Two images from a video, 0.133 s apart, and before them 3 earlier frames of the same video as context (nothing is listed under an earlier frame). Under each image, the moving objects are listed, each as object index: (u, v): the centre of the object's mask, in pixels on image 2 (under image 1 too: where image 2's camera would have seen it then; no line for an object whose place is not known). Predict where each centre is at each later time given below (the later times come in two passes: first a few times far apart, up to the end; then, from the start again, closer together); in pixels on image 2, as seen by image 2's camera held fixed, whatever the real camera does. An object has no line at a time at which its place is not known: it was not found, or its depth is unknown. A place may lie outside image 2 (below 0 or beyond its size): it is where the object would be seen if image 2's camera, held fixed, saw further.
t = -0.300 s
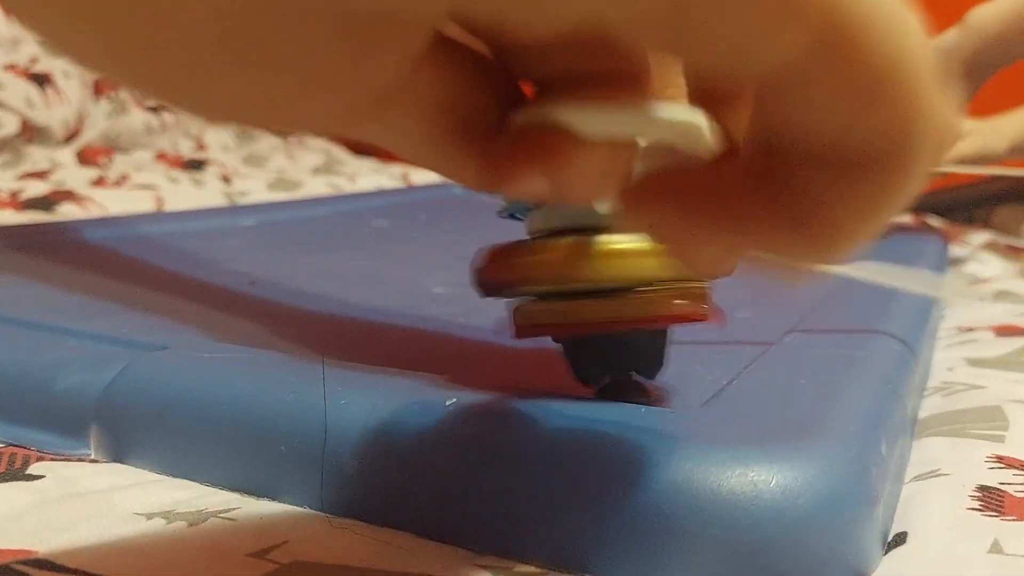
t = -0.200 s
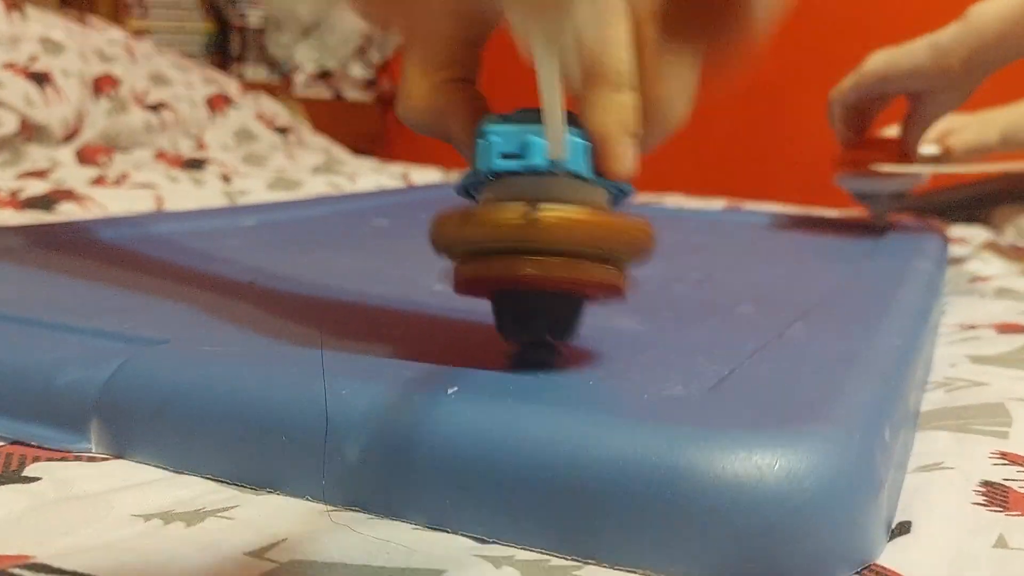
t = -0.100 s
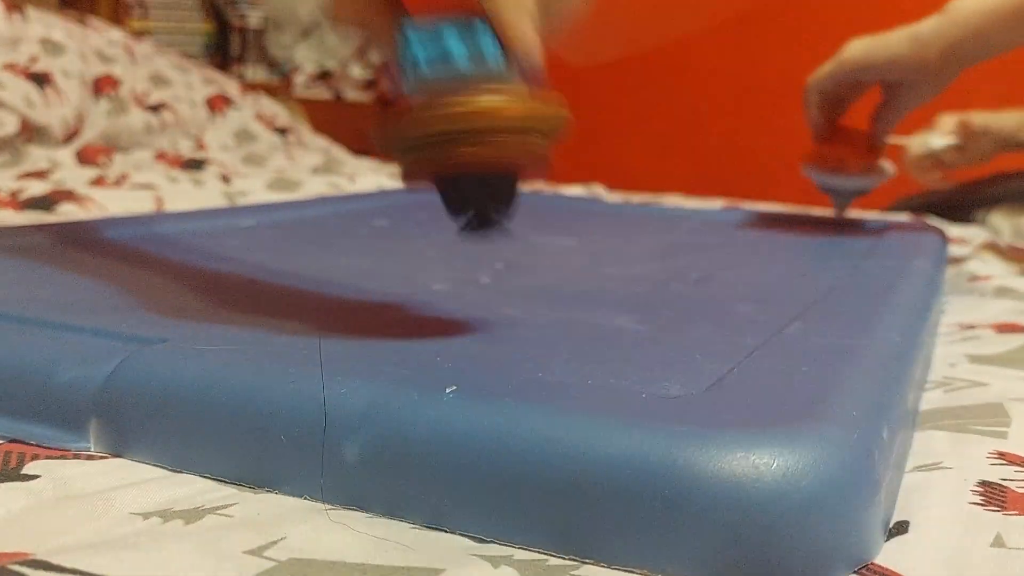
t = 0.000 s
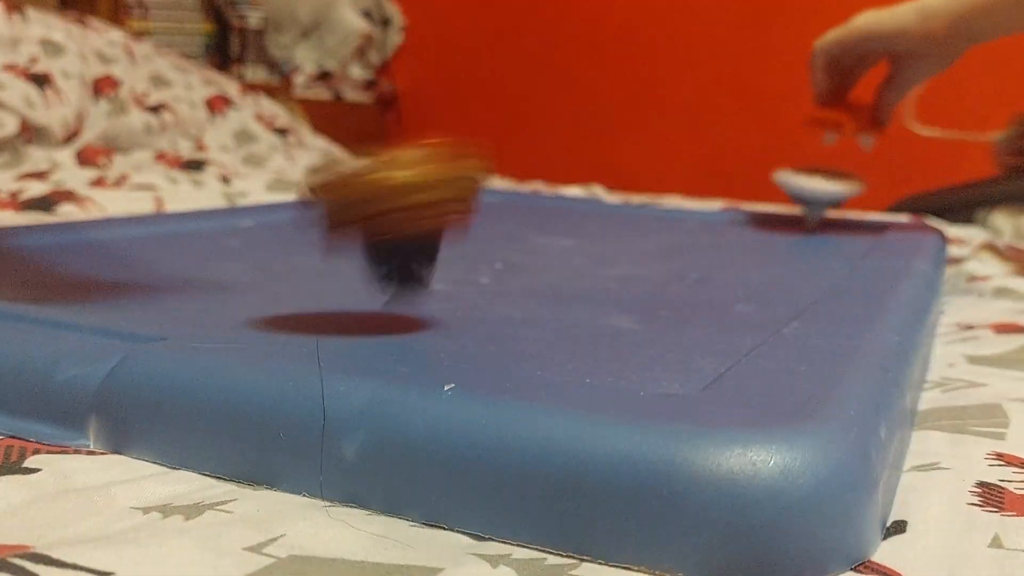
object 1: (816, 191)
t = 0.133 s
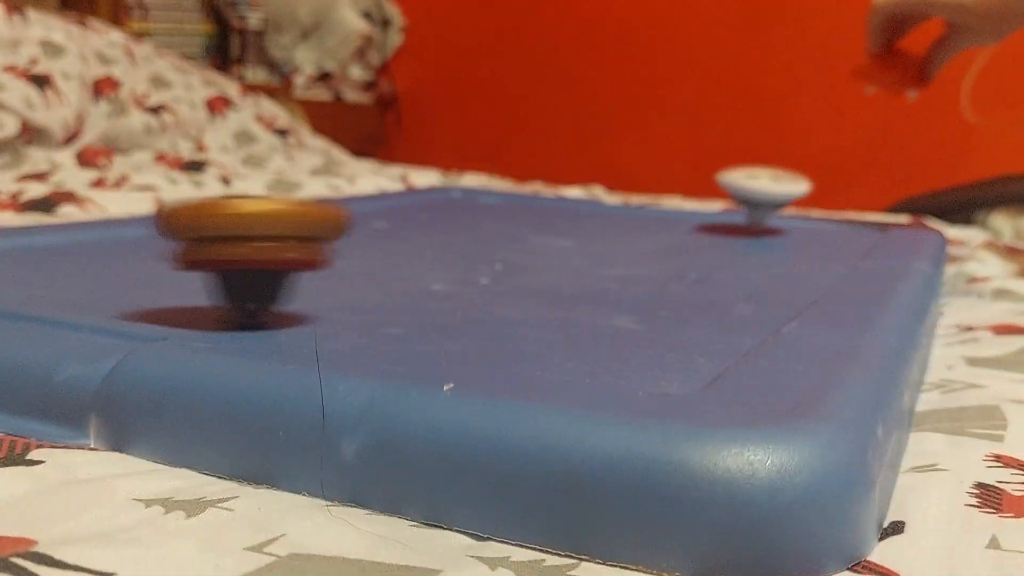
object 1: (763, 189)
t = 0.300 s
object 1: (673, 193)
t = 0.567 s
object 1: (528, 200)
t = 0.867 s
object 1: (363, 202)
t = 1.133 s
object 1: (234, 197)
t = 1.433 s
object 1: (157, 194)
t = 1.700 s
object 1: (138, 199)
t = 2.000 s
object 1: (155, 205)
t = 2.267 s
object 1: (229, 210)
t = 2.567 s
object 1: (326, 214)
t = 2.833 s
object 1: (391, 217)
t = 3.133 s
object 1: (422, 215)
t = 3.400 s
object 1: (422, 212)
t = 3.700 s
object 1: (399, 206)
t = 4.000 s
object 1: (360, 199)
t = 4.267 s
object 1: (335, 196)
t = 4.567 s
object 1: (331, 195)
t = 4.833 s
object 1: (341, 197)
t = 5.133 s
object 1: (365, 201)
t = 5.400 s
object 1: (400, 205)
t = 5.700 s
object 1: (436, 206)
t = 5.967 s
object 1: (453, 206)
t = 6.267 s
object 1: (457, 204)
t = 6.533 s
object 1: (446, 204)
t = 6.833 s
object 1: (426, 204)
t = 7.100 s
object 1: (413, 204)
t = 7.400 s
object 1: (407, 207)
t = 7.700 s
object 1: (409, 208)
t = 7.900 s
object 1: (417, 210)
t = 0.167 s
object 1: (746, 190)
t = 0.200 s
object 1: (729, 191)
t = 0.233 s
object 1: (711, 191)
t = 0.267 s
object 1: (693, 193)
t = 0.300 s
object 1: (673, 193)
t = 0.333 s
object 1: (653, 194)
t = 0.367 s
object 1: (635, 195)
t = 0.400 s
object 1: (616, 195)
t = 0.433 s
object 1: (598, 196)
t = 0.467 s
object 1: (581, 197)
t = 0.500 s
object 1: (562, 197)
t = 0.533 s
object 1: (545, 198)
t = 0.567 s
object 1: (528, 200)
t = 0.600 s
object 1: (512, 200)
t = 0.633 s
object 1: (494, 201)
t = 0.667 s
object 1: (476, 201)
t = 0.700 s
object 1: (457, 202)
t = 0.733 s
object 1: (440, 203)
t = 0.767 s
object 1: (420, 203)
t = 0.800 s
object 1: (403, 204)
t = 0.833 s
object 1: (384, 203)
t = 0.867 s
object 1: (363, 202)
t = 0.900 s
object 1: (346, 202)
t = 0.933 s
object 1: (328, 202)
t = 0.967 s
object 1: (310, 202)
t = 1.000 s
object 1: (294, 200)
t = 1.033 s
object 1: (278, 200)
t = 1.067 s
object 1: (262, 199)
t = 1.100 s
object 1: (247, 198)
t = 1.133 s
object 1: (234, 197)
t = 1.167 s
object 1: (222, 195)
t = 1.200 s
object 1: (212, 195)
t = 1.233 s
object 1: (202, 195)
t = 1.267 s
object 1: (192, 195)
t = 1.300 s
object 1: (185, 195)
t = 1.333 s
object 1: (175, 194)
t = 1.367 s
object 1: (169, 194)
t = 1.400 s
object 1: (162, 194)
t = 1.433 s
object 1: (157, 194)
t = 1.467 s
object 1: (153, 195)
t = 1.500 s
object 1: (150, 195)
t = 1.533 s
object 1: (147, 195)
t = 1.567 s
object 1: (145, 196)
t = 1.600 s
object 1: (142, 197)
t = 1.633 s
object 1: (141, 198)
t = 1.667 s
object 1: (140, 198)
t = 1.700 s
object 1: (138, 199)
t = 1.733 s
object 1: (137, 199)
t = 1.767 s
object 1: (136, 200)
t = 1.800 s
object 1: (136, 201)
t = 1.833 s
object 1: (138, 201)
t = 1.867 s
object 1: (140, 202)
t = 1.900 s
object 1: (143, 202)
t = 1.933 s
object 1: (147, 203)
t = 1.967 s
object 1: (151, 204)
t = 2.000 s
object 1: (155, 205)
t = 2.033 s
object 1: (162, 206)
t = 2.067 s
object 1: (170, 207)
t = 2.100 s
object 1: (177, 208)
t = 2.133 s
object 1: (187, 208)
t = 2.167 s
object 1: (196, 209)
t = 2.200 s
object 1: (206, 209)
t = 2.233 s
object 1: (216, 209)
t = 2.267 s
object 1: (229, 210)
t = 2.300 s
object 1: (240, 211)
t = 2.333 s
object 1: (251, 212)
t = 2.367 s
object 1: (263, 213)
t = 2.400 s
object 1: (276, 212)
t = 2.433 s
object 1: (287, 213)
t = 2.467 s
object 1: (296, 213)
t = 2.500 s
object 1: (307, 214)
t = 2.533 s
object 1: (317, 214)
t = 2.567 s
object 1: (326, 214)
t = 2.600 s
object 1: (337, 217)
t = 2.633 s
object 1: (348, 218)
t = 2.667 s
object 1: (356, 217)
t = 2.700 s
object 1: (364, 217)
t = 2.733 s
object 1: (372, 218)
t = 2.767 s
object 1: (378, 218)
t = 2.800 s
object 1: (385, 218)
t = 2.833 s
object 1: (391, 217)
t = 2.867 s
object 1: (397, 217)
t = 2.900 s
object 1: (402, 217)
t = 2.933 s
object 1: (405, 217)
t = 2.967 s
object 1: (407, 217)
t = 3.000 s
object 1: (410, 217)
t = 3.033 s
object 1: (413, 216)
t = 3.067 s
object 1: (417, 216)
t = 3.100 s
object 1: (420, 216)
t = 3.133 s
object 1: (422, 215)
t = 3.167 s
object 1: (424, 215)
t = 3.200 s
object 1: (425, 214)
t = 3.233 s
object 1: (426, 214)
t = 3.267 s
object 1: (425, 214)
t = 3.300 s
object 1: (424, 213)
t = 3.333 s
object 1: (424, 213)
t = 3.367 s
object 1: (423, 212)
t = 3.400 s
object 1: (422, 212)
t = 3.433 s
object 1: (421, 211)
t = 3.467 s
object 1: (420, 211)
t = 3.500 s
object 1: (419, 210)
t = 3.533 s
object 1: (417, 209)
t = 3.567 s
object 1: (415, 209)
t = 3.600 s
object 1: (411, 208)
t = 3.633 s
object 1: (407, 207)
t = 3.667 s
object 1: (403, 206)
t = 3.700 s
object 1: (399, 206)
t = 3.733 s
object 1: (395, 205)
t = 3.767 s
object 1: (391, 204)
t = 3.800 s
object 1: (386, 203)
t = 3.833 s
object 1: (382, 203)
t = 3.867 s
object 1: (378, 202)
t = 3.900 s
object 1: (373, 202)
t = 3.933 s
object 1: (369, 201)
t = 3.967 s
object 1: (364, 200)
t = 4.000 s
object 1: (360, 199)
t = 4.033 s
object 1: (357, 199)
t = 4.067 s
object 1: (353, 198)
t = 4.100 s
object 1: (350, 198)
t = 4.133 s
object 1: (347, 198)
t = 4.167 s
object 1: (343, 197)
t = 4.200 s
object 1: (339, 196)
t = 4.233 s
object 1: (336, 196)
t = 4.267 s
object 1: (335, 196)
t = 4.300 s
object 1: (332, 195)
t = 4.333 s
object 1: (330, 195)
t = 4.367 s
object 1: (329, 195)
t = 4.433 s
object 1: (328, 195)
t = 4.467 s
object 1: (329, 195)
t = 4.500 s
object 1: (330, 195)
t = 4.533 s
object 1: (330, 195)
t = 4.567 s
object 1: (331, 195)
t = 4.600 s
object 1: (332, 195)
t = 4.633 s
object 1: (332, 196)
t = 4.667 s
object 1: (332, 196)
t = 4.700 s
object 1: (334, 196)
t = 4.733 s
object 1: (336, 196)
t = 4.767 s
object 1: (337, 196)
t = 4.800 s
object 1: (338, 197)
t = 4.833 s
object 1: (341, 197)
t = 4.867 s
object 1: (344, 199)
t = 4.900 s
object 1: (346, 199)
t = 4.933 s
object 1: (348, 199)
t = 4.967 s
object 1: (351, 200)
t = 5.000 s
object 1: (354, 200)
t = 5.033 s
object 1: (356, 200)
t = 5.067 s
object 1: (359, 200)
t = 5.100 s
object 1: (361, 200)
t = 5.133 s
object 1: (365, 201)
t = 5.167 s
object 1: (371, 203)
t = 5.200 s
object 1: (375, 203)
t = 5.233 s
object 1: (380, 203)
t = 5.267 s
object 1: (383, 203)
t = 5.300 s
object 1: (388, 204)
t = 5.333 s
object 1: (392, 205)
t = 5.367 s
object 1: (396, 205)
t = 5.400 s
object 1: (400, 205)
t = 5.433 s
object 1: (404, 205)
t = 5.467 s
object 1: (408, 205)
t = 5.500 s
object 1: (412, 205)
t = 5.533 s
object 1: (418, 206)
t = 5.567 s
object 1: (421, 205)
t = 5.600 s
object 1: (426, 206)
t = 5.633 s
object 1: (429, 206)
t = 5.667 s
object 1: (433, 207)
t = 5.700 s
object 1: (436, 206)
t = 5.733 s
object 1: (438, 206)
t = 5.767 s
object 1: (440, 207)
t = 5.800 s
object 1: (443, 206)
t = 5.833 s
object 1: (446, 207)
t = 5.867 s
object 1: (448, 207)
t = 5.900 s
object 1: (450, 207)
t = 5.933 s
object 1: (452, 206)
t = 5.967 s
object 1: (453, 206)
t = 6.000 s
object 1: (455, 206)
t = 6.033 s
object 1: (456, 205)
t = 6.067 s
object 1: (457, 205)
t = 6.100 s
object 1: (457, 205)
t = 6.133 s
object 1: (456, 204)
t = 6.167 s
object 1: (457, 205)
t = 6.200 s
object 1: (457, 205)
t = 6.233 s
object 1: (457, 204)
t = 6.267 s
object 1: (457, 204)
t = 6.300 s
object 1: (456, 204)
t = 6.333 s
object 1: (455, 205)
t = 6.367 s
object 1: (454, 205)
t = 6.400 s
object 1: (453, 204)
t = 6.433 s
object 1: (451, 204)
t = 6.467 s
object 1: (449, 204)
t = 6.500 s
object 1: (447, 204)
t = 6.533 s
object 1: (446, 204)
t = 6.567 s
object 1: (443, 204)
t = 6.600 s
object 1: (441, 204)
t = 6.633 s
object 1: (439, 204)
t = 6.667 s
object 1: (437, 203)
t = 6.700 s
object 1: (434, 203)
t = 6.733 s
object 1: (432, 204)
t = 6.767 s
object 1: (430, 204)
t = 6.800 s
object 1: (428, 203)
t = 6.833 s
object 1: (426, 204)
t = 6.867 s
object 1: (425, 203)
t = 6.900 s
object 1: (423, 204)
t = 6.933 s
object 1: (421, 204)
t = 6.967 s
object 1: (420, 203)
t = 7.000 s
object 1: (417, 204)
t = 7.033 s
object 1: (415, 204)
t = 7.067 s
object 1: (414, 204)
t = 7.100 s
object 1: (413, 204)
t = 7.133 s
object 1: (412, 205)
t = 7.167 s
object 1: (412, 204)
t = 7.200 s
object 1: (410, 205)
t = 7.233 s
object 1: (410, 205)
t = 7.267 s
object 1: (408, 206)
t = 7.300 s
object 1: (408, 206)
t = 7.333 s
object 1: (407, 206)
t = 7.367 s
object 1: (406, 206)
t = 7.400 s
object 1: (407, 207)
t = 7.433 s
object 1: (406, 206)
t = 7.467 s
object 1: (407, 207)
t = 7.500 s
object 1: (407, 207)
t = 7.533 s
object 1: (407, 207)
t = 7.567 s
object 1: (407, 207)
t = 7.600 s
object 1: (408, 207)
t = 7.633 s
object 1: (408, 207)
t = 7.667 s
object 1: (408, 207)
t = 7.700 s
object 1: (409, 208)
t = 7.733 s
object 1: (411, 208)
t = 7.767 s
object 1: (412, 208)
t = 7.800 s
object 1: (413, 209)
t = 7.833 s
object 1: (414, 209)
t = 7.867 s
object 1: (416, 209)
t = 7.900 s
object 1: (417, 210)
